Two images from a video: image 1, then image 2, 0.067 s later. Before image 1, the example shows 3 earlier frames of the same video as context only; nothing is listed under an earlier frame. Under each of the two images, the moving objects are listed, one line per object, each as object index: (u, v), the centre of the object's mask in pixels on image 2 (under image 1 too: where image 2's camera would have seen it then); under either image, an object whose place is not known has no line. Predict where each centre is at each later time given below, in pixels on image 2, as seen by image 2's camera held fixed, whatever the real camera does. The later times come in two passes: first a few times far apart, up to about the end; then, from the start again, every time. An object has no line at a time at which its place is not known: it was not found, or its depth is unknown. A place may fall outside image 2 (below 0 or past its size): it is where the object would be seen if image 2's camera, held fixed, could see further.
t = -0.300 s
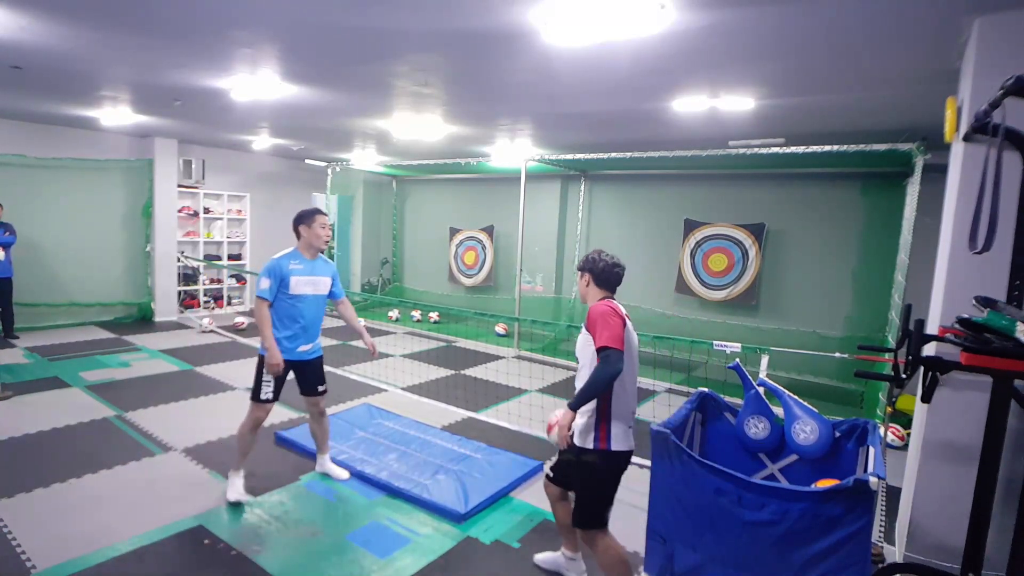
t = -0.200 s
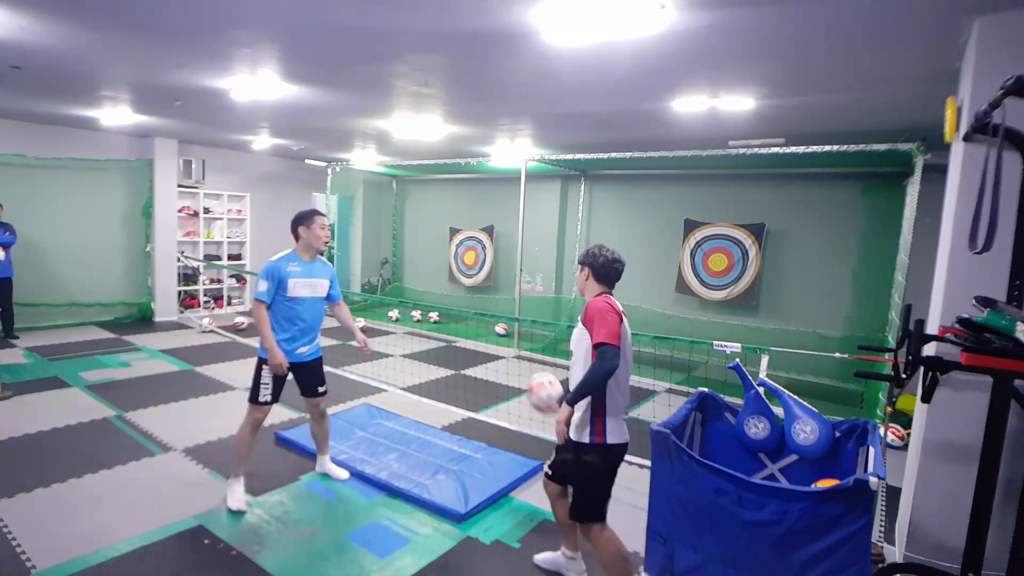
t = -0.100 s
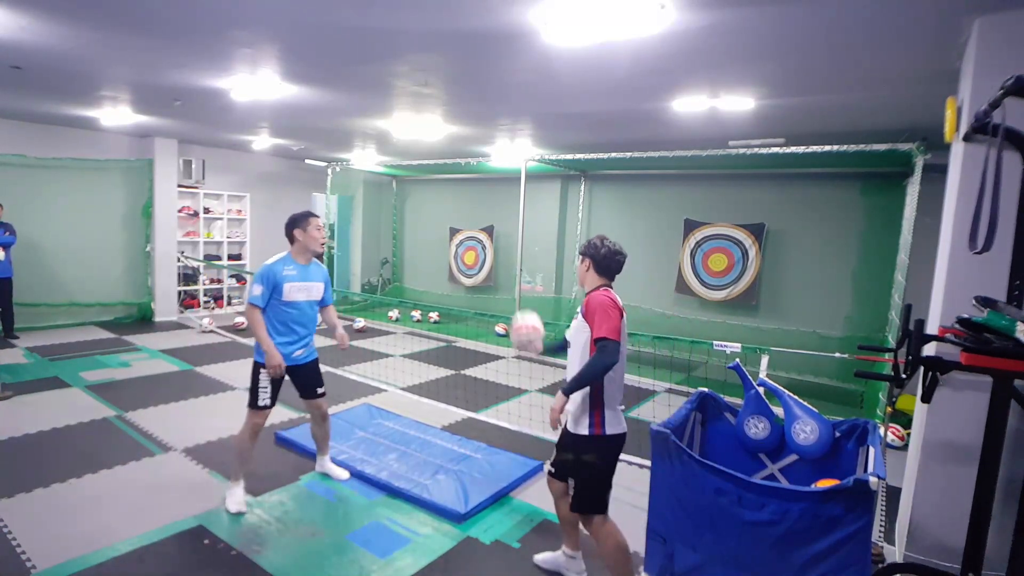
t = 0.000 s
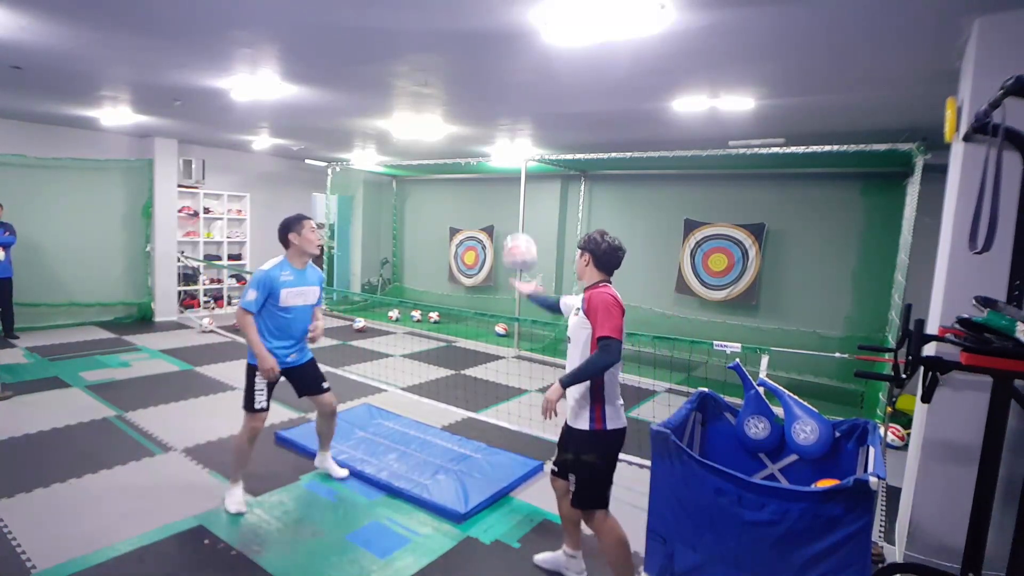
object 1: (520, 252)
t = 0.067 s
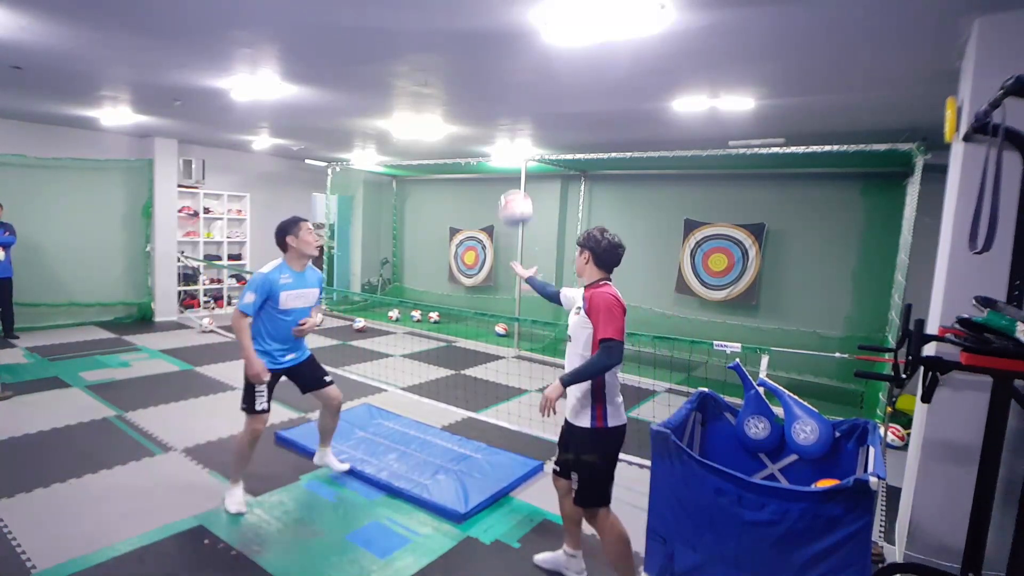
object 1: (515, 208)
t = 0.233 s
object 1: (505, 134)
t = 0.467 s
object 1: (487, 110)
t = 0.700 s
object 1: (467, 164)
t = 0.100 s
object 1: (513, 189)
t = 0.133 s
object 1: (512, 174)
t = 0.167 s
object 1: (508, 161)
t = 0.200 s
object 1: (507, 145)
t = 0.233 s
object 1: (505, 134)
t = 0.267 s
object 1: (502, 125)
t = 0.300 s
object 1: (500, 119)
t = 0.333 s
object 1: (497, 114)
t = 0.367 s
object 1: (495, 110)
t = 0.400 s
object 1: (492, 109)
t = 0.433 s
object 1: (490, 108)
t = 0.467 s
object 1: (487, 110)
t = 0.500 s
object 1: (484, 113)
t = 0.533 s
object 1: (482, 117)
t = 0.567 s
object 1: (480, 123)
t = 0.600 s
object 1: (477, 132)
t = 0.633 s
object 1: (473, 142)
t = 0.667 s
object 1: (470, 152)
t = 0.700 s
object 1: (467, 164)
